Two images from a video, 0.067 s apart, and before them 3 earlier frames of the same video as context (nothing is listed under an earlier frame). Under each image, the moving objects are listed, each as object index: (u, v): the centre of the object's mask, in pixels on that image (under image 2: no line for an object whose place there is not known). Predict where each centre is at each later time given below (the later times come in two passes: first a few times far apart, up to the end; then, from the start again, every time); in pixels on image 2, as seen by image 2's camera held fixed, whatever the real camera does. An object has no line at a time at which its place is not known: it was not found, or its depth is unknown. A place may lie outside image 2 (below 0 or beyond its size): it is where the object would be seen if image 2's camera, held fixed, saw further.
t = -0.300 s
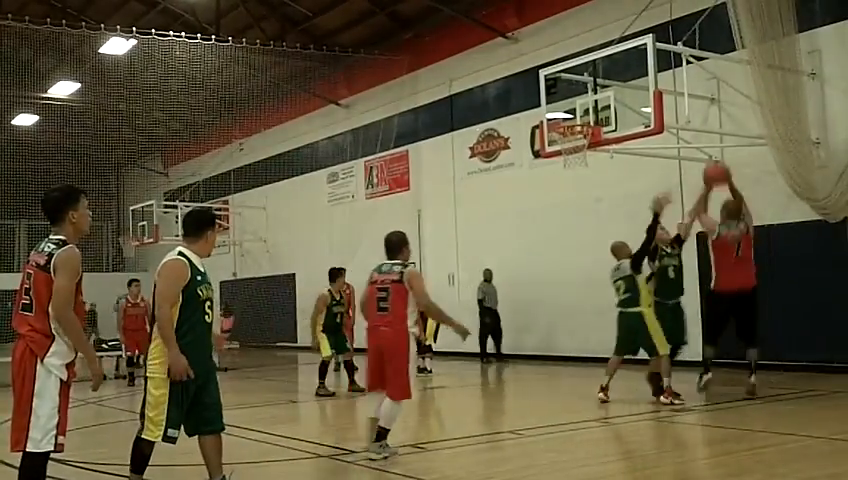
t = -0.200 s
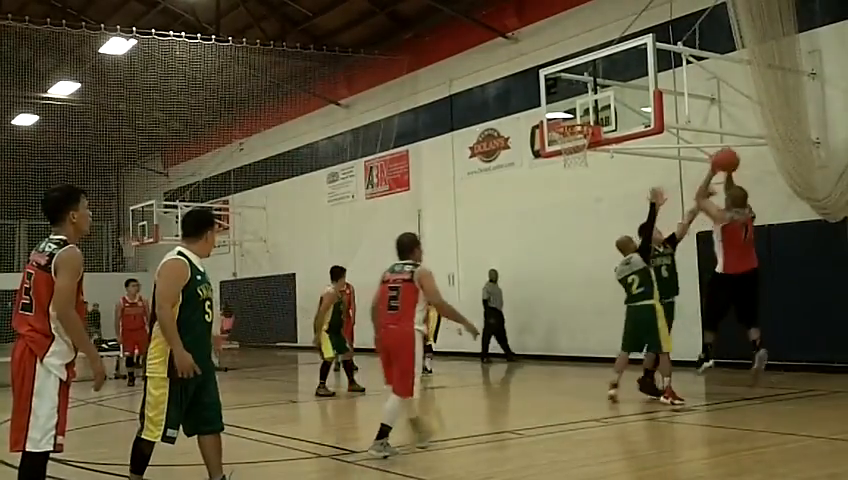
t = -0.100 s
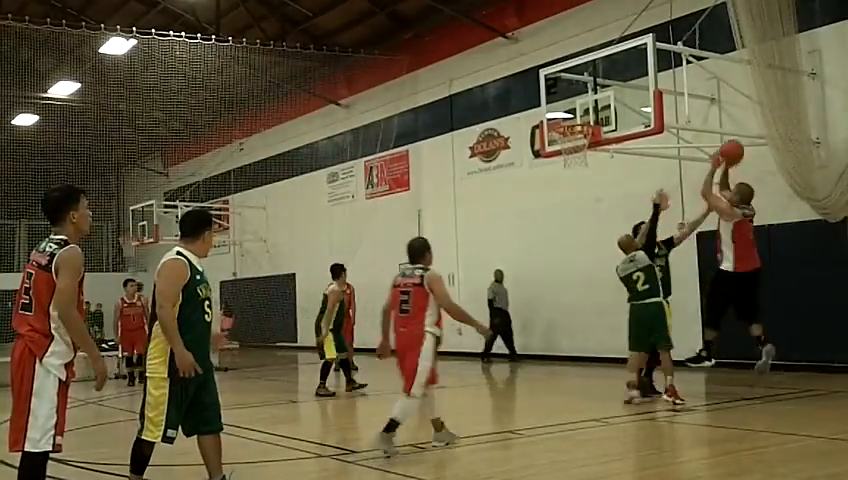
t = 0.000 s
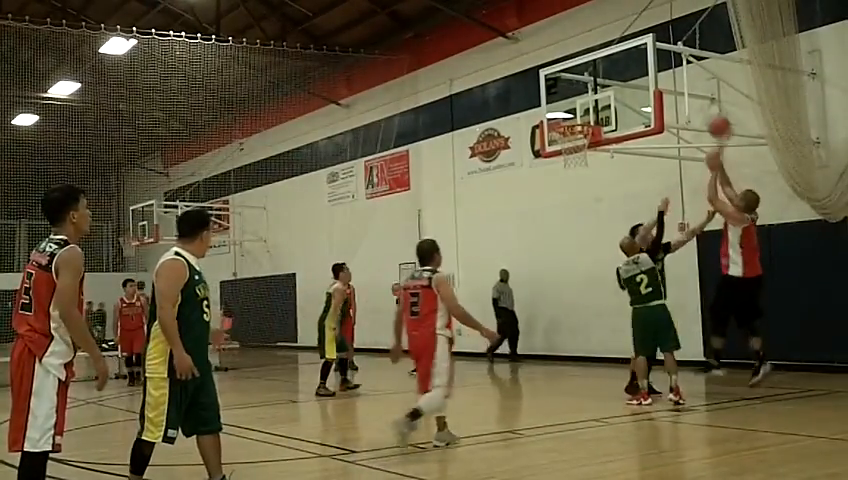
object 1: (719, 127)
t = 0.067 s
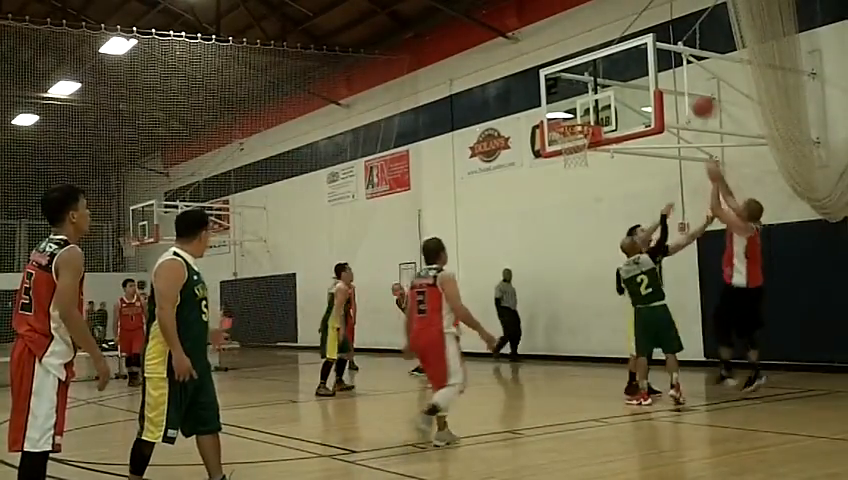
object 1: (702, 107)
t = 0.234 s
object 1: (664, 75)
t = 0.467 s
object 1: (620, 73)
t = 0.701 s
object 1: (580, 117)
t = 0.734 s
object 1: (575, 122)
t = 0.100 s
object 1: (695, 98)
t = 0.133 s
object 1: (688, 91)
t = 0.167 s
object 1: (680, 85)
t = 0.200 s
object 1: (672, 81)
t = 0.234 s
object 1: (664, 75)
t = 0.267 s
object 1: (658, 72)
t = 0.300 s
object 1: (650, 71)
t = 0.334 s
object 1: (644, 69)
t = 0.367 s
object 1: (637, 69)
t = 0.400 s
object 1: (632, 69)
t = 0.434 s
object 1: (626, 71)
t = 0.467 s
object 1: (620, 73)
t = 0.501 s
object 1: (613, 77)
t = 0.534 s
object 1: (607, 81)
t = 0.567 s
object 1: (600, 87)
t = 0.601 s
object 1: (596, 93)
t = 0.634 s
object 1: (590, 102)
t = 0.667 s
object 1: (585, 108)
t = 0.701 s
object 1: (580, 117)
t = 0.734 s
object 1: (575, 122)
